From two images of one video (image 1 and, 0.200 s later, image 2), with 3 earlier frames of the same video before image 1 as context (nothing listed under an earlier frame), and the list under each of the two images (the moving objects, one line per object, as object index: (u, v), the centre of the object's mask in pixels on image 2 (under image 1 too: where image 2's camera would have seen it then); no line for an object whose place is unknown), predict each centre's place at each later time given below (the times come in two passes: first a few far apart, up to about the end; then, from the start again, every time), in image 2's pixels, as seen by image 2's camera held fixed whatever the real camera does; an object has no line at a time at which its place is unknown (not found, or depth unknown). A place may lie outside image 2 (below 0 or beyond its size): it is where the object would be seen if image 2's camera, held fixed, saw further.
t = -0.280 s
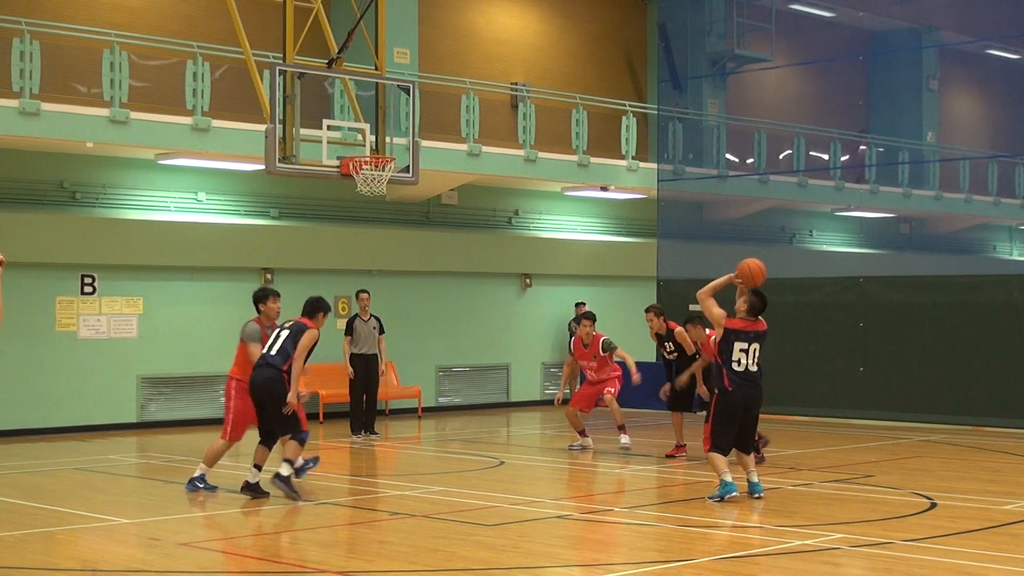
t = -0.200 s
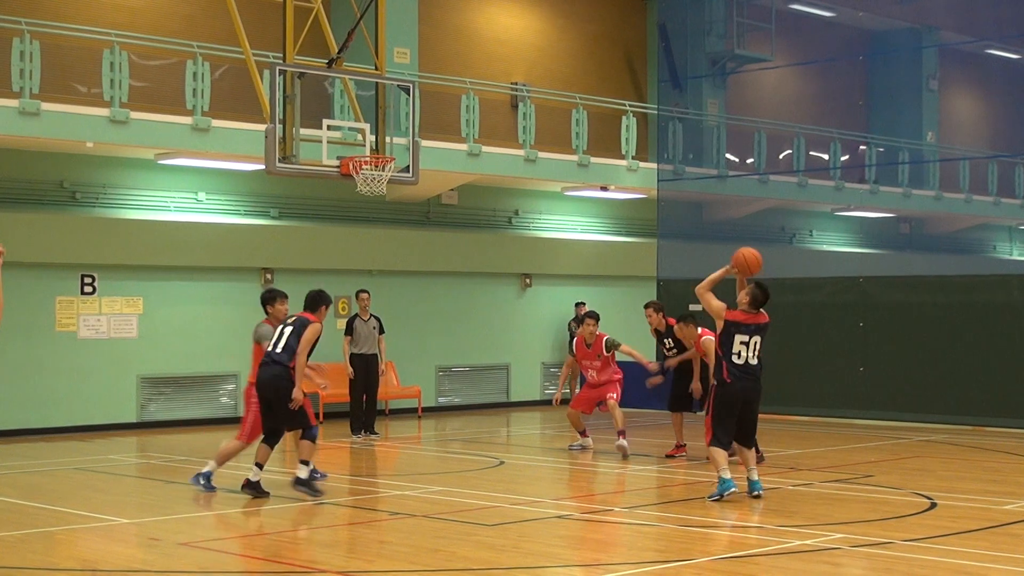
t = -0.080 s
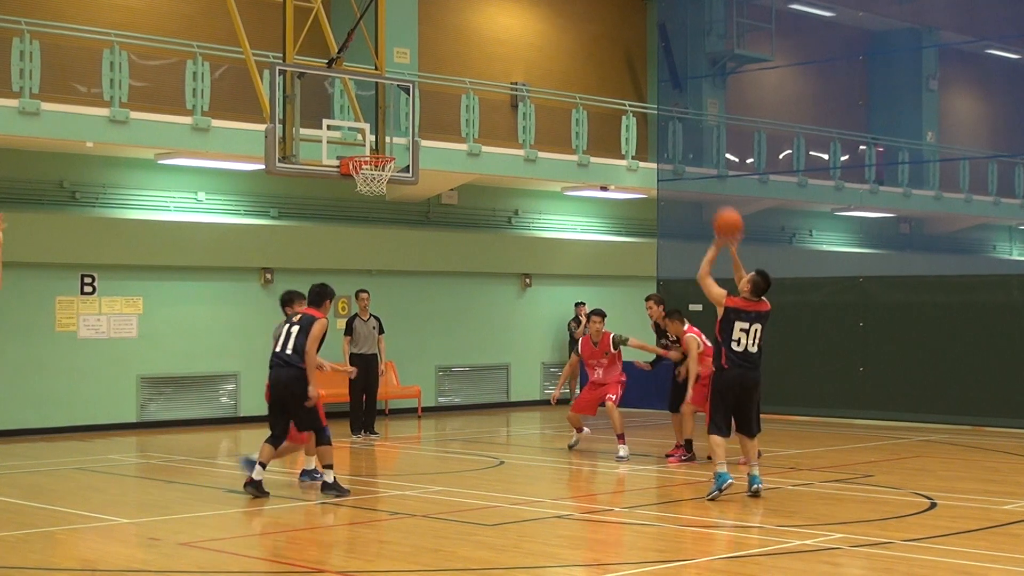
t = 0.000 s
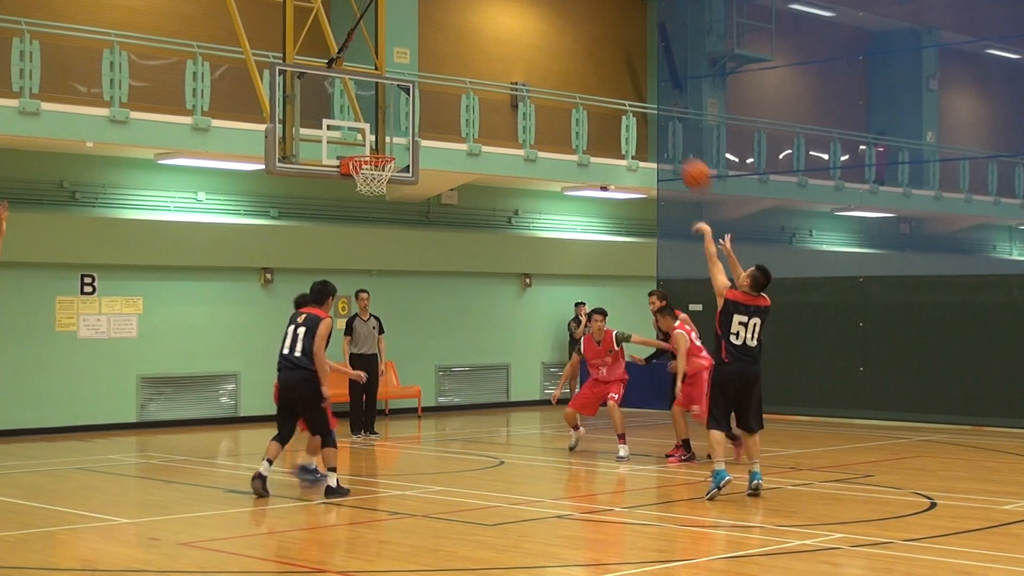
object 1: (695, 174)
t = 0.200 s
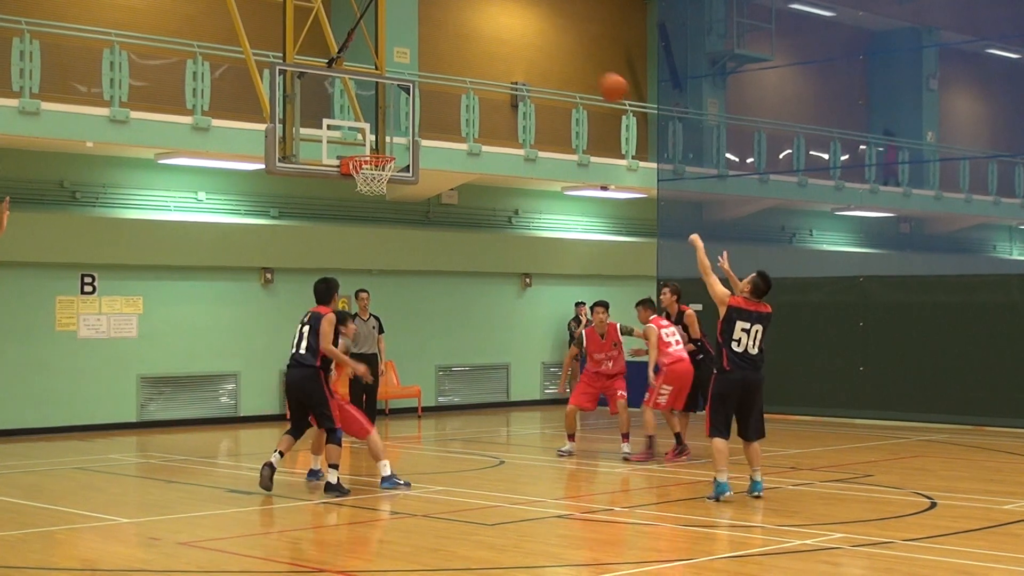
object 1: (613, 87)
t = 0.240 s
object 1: (598, 76)
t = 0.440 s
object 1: (525, 51)
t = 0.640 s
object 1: (459, 66)
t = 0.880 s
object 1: (388, 133)
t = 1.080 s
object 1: (351, 199)
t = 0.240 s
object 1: (598, 76)
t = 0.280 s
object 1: (583, 68)
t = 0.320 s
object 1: (568, 61)
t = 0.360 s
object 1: (553, 55)
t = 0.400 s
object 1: (538, 53)
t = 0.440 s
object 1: (525, 51)
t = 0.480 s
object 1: (511, 51)
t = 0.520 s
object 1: (497, 53)
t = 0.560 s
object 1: (485, 55)
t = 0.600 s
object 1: (472, 60)
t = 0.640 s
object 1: (459, 66)
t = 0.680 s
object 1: (447, 73)
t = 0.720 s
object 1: (434, 83)
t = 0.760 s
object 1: (423, 93)
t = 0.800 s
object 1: (411, 105)
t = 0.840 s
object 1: (400, 118)
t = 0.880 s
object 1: (388, 133)
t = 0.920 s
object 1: (377, 147)
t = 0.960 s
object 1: (367, 166)
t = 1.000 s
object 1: (358, 181)
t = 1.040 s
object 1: (354, 189)
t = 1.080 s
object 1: (351, 199)
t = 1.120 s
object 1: (349, 210)
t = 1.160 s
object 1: (345, 223)
